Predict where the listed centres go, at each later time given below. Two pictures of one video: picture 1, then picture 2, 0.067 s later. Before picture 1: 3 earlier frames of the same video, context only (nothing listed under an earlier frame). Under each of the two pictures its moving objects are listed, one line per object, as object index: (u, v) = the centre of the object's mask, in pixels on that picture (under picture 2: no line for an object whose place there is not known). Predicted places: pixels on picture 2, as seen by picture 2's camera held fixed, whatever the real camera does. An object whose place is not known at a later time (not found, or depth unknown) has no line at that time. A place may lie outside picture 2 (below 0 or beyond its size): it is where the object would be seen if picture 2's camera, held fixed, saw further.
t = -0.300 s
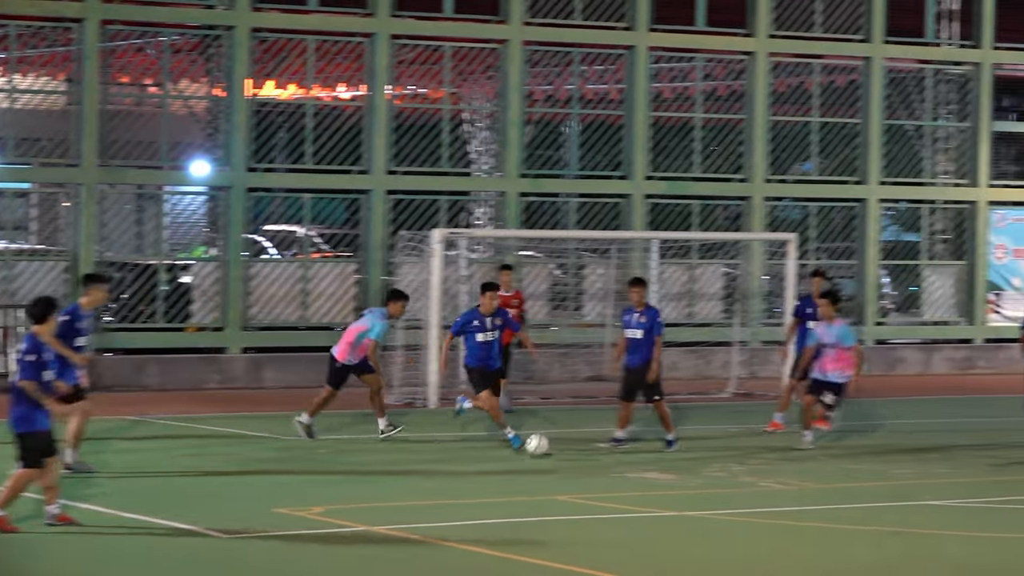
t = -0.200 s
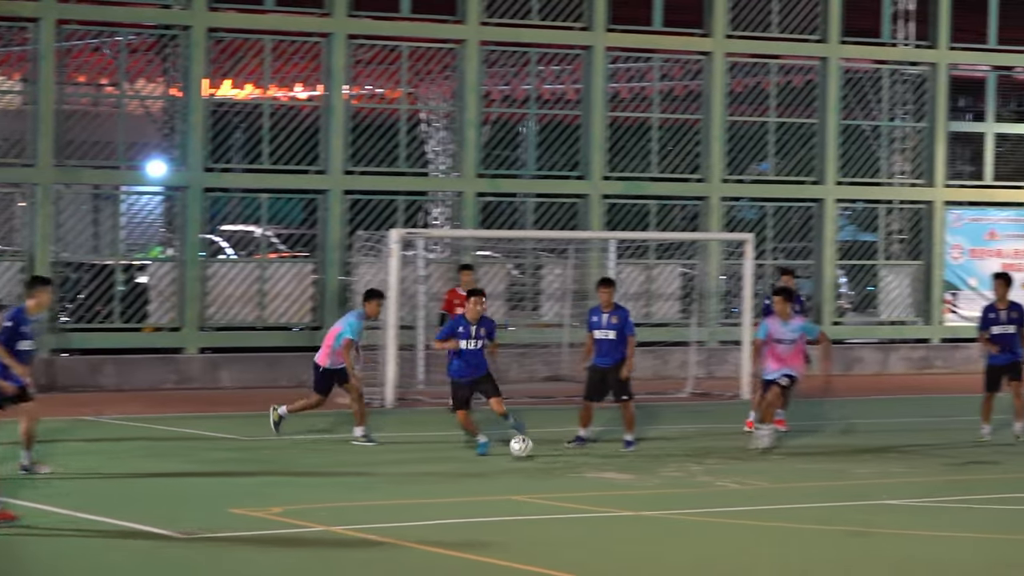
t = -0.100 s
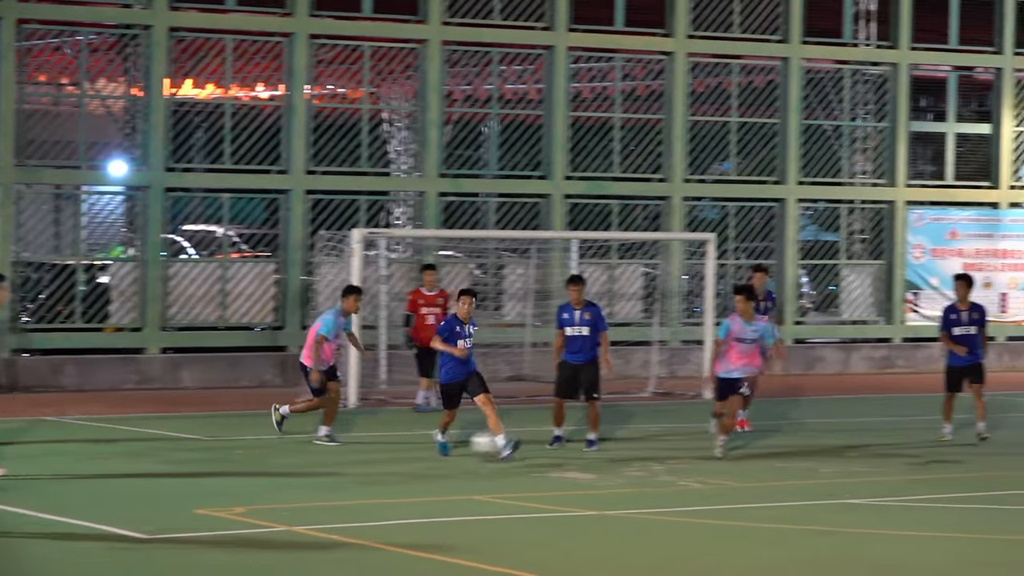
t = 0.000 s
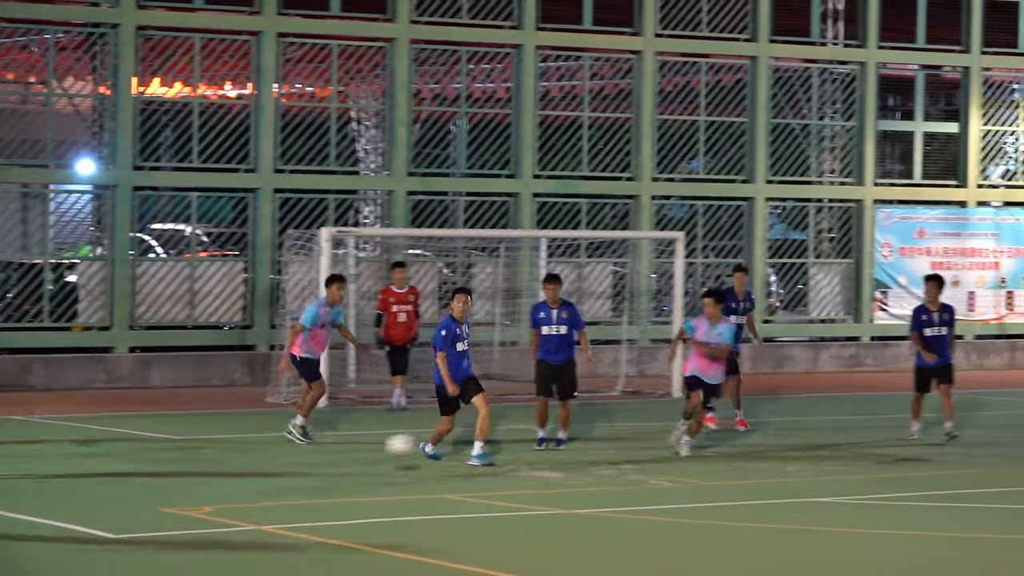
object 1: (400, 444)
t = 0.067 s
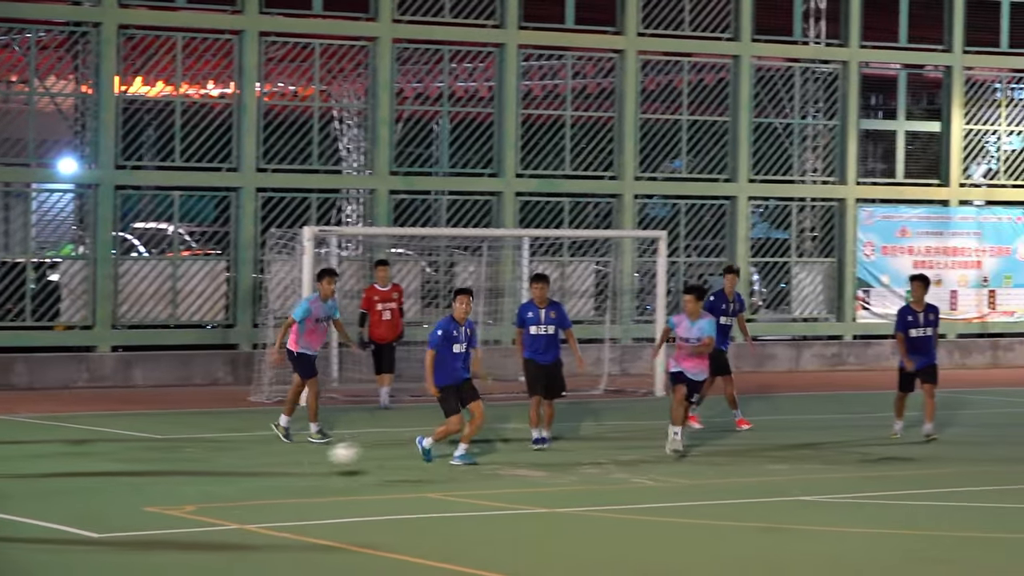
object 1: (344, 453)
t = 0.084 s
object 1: (334, 457)
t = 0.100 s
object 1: (325, 460)
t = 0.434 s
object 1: (133, 497)
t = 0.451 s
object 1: (118, 502)
